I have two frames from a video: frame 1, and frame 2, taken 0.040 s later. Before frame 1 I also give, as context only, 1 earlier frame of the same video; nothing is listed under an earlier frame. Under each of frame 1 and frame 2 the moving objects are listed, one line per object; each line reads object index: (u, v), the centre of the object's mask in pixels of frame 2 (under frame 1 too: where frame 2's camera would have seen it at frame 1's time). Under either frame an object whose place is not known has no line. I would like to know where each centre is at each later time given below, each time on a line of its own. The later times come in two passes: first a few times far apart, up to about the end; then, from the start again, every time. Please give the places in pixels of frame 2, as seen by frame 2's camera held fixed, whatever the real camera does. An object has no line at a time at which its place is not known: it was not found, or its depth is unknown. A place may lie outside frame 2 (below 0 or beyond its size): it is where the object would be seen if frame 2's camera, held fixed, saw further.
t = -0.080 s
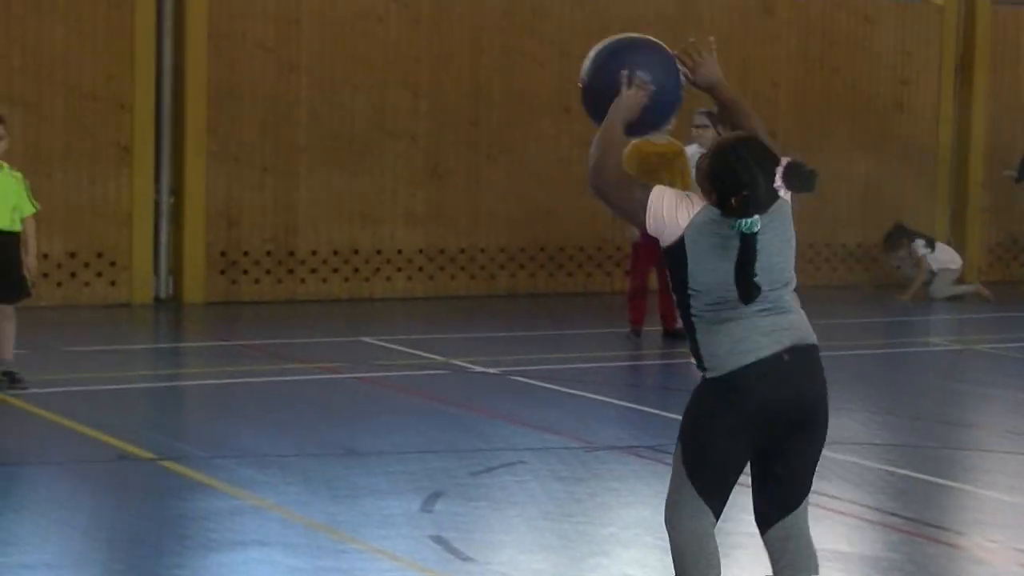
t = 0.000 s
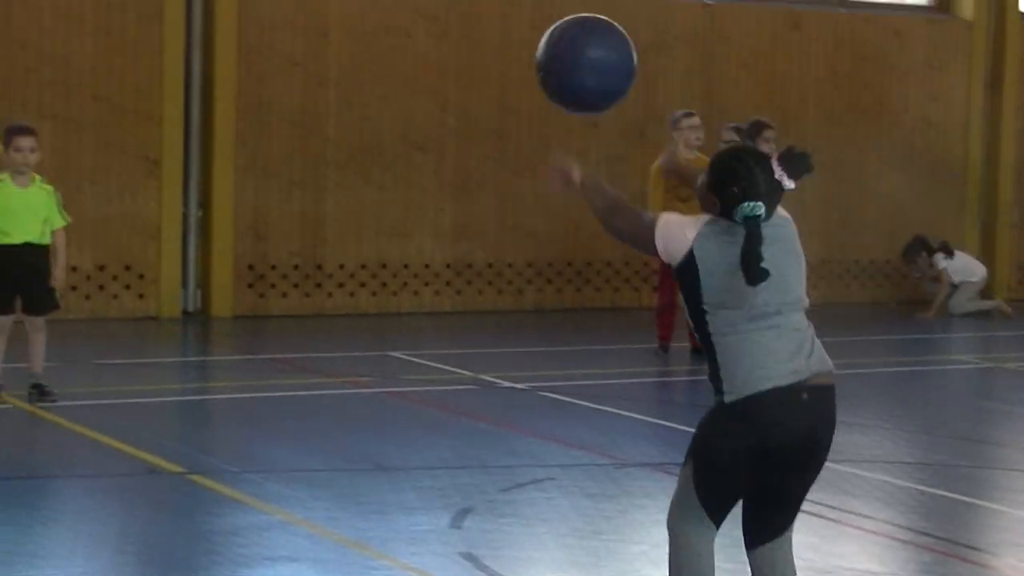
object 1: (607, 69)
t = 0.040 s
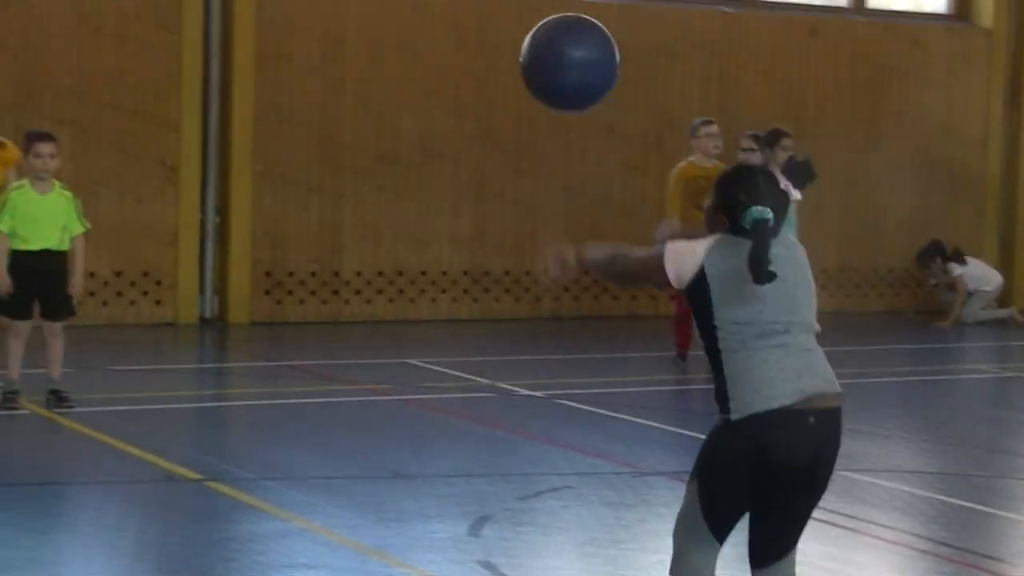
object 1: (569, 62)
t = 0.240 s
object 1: (410, 101)
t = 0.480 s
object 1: (257, 293)
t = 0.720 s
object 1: (154, 387)
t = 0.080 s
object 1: (535, 60)
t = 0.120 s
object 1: (501, 63)
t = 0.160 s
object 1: (470, 71)
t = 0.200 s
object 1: (439, 84)
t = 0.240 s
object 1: (410, 101)
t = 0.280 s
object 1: (382, 124)
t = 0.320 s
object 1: (356, 151)
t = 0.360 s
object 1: (330, 182)
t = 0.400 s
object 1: (305, 216)
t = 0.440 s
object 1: (281, 253)
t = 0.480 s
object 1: (257, 293)
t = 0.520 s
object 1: (235, 338)
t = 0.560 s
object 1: (213, 383)
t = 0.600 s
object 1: (189, 435)
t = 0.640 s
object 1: (172, 459)
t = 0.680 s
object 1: (163, 421)
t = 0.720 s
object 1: (154, 387)
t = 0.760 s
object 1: (146, 358)
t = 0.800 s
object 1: (137, 332)
